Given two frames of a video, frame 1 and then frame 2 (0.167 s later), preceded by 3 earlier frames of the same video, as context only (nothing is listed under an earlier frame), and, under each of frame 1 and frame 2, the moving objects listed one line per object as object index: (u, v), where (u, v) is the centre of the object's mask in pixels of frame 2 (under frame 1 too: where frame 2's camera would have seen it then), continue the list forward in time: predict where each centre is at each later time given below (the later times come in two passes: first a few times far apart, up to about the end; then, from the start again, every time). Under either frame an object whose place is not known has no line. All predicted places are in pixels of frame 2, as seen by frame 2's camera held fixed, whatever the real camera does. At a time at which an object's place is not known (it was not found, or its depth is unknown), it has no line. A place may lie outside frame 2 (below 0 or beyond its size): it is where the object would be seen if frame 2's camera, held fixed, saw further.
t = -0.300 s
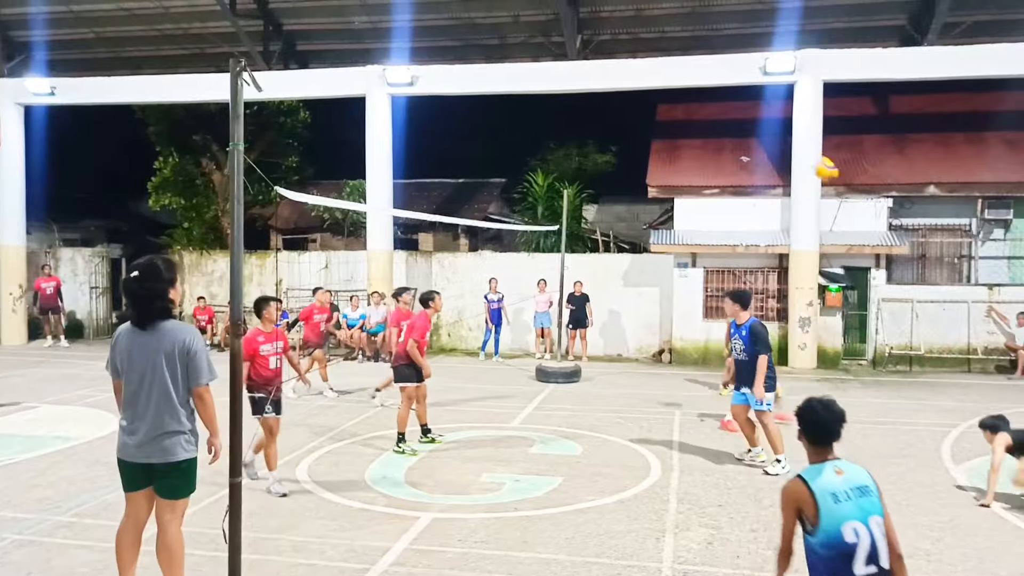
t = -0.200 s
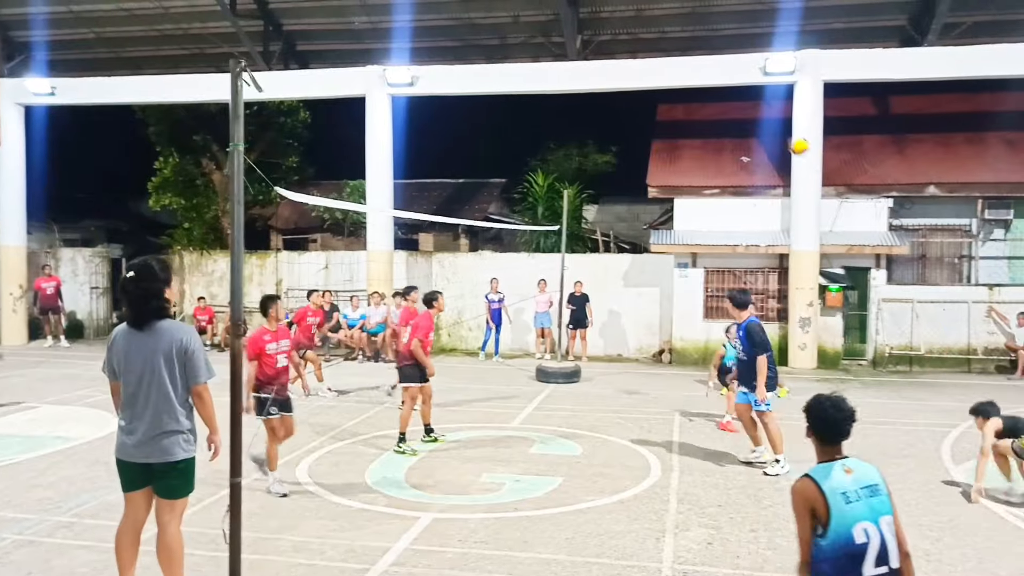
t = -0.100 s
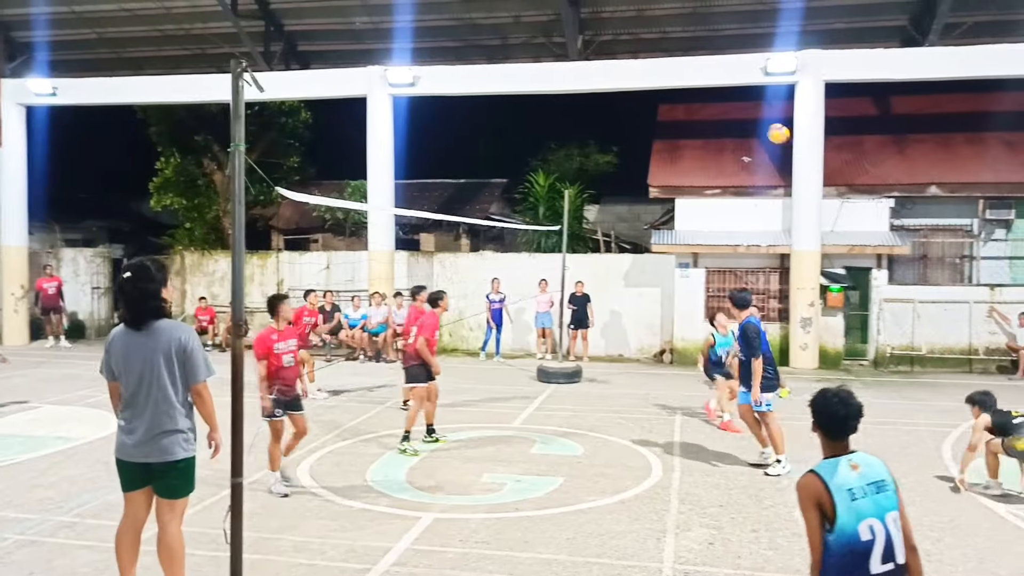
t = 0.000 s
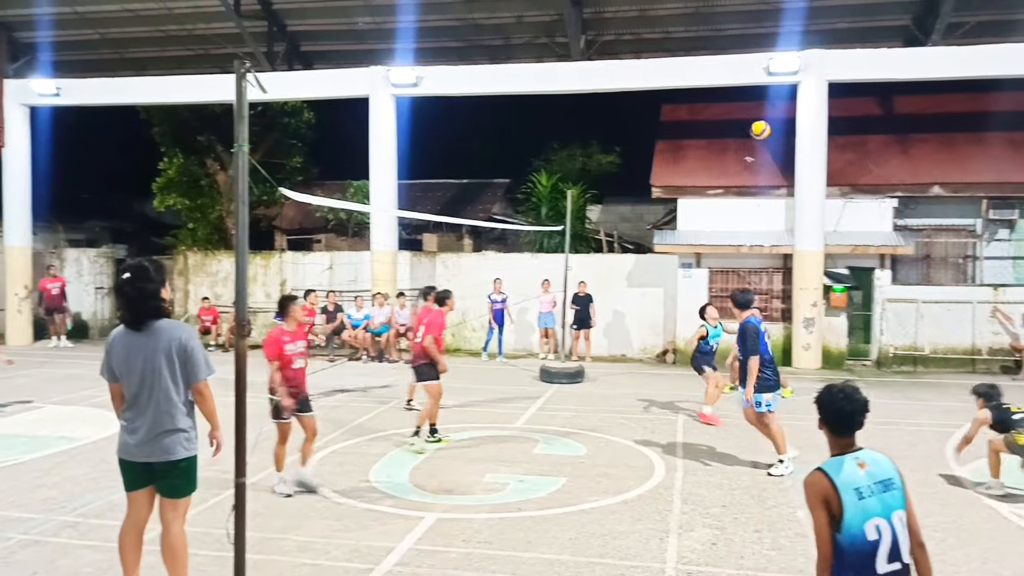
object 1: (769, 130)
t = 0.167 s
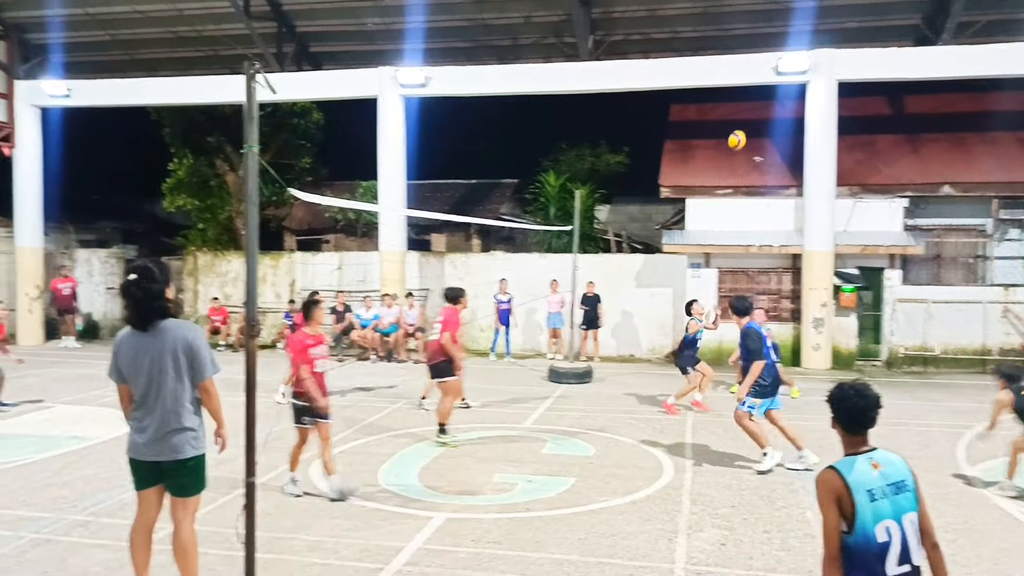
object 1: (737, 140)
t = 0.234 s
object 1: (725, 149)
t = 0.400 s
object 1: (699, 185)
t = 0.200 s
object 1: (731, 144)
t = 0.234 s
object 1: (725, 149)
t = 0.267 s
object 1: (720, 155)
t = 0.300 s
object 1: (714, 162)
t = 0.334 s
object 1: (710, 169)
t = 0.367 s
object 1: (704, 177)
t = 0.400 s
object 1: (699, 185)
